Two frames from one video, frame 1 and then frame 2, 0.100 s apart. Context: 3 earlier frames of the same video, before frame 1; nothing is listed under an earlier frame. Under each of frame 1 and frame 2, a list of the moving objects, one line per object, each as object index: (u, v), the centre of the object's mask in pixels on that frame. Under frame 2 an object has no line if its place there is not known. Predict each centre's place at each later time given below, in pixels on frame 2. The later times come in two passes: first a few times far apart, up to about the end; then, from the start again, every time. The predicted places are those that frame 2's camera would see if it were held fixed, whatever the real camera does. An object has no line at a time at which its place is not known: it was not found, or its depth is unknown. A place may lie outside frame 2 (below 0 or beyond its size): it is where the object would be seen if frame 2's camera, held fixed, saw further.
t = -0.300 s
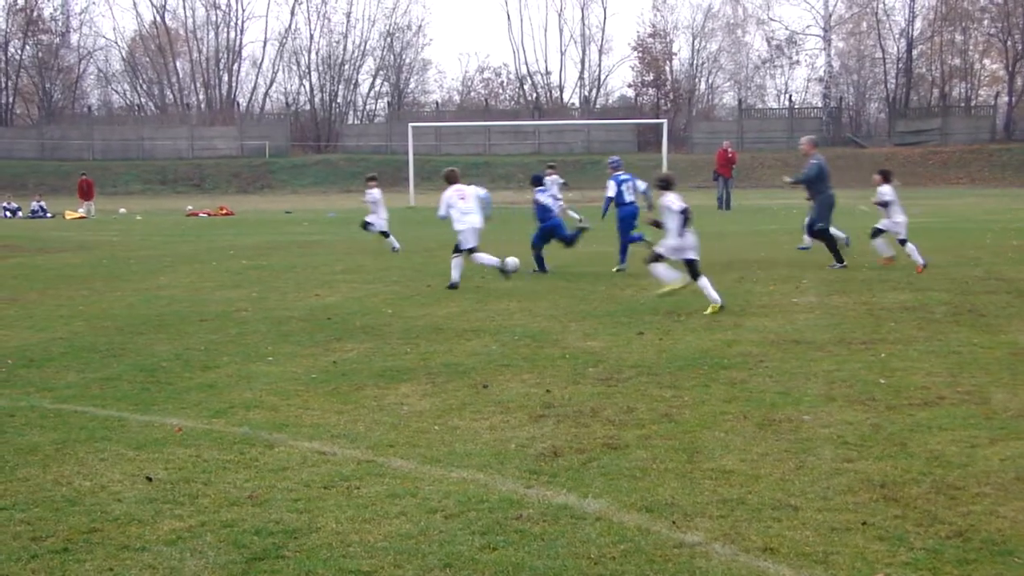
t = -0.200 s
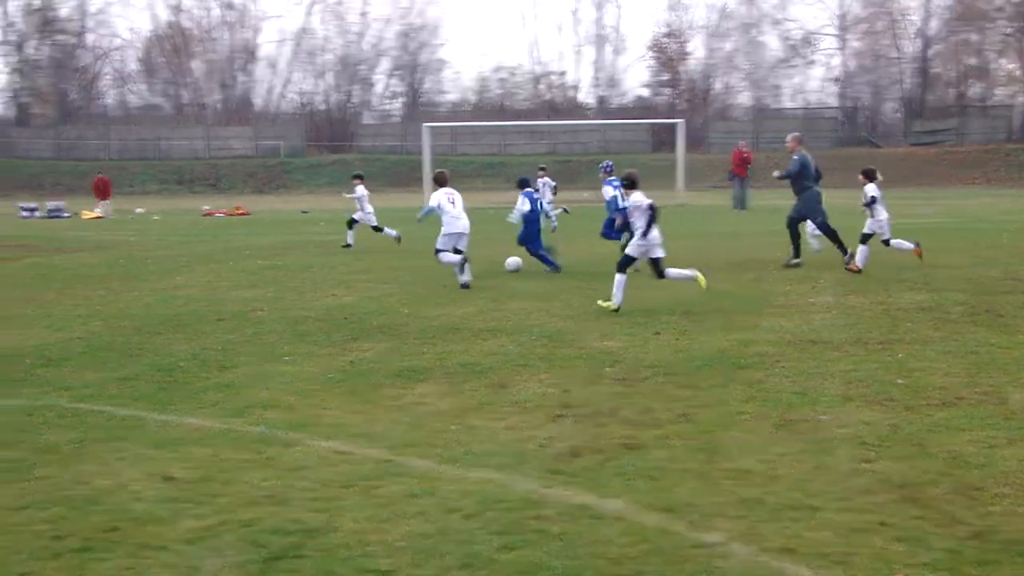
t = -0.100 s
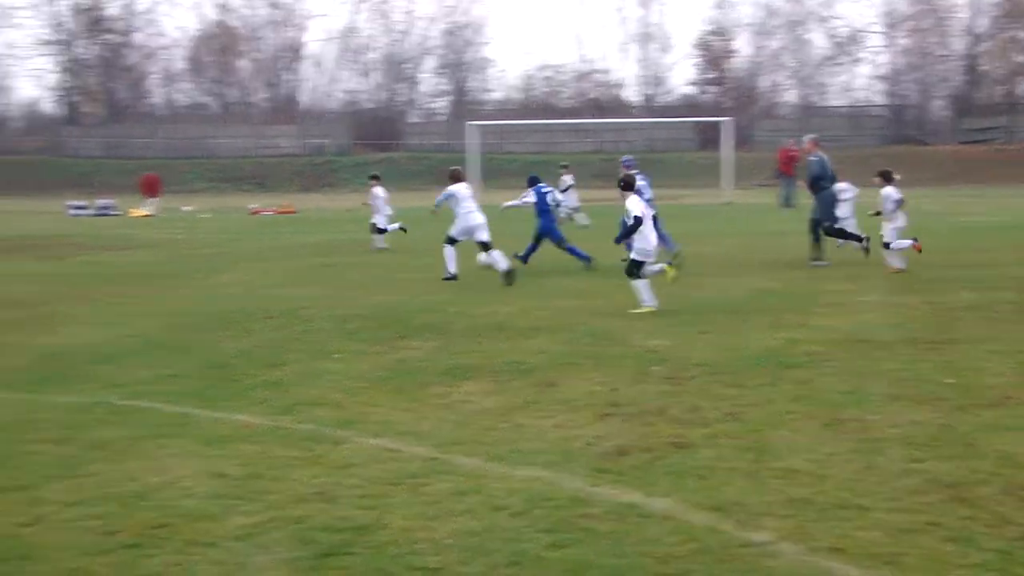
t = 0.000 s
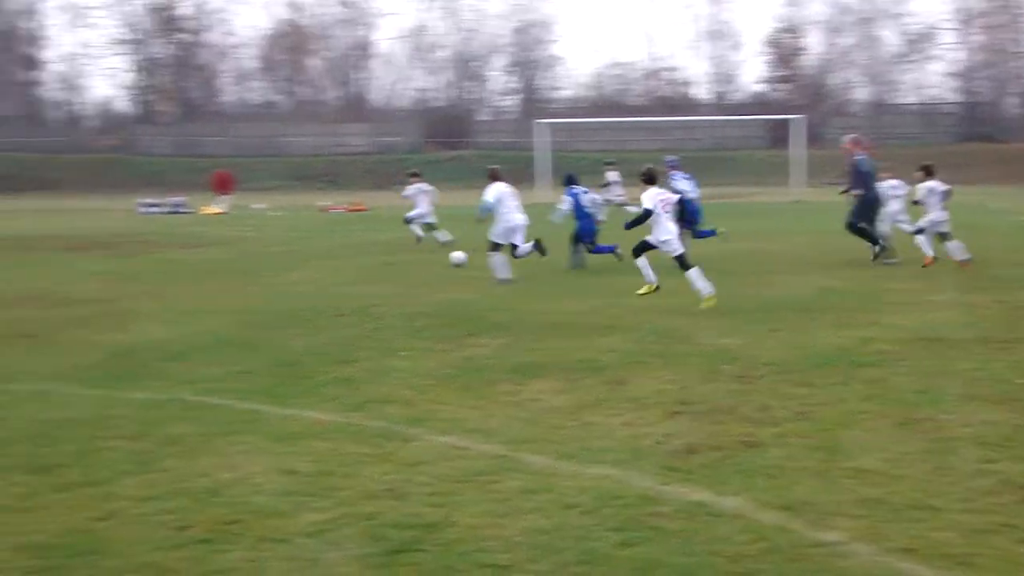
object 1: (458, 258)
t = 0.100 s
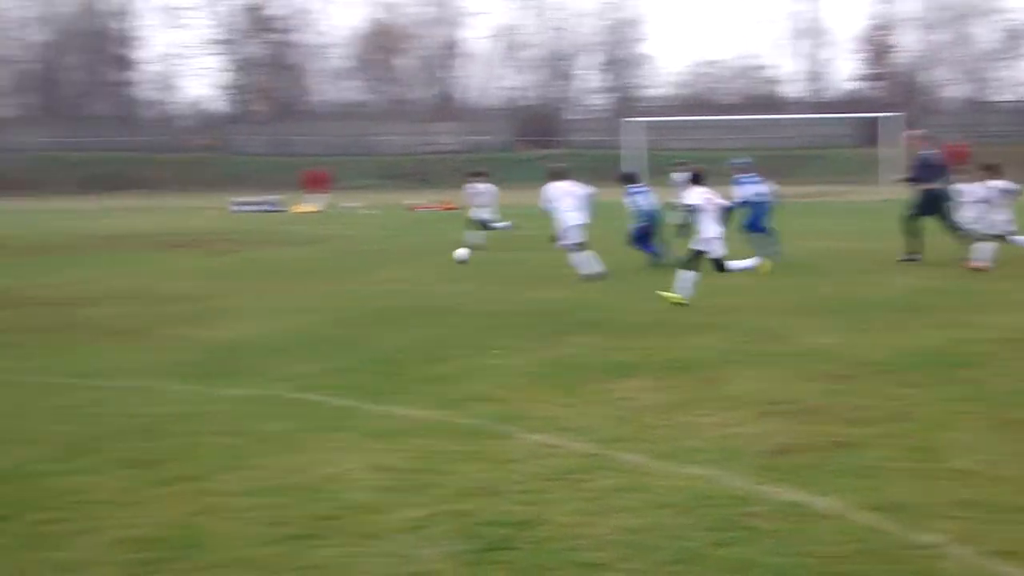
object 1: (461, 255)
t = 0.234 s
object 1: (362, 254)
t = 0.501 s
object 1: (191, 248)
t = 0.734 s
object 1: (65, 247)
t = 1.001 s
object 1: (-56, 244)
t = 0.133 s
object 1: (439, 254)
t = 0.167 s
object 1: (413, 254)
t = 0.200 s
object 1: (387, 255)
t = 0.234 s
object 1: (362, 254)
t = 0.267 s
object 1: (341, 254)
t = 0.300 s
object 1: (318, 253)
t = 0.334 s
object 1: (295, 252)
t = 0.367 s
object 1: (273, 251)
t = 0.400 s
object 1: (251, 252)
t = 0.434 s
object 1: (231, 250)
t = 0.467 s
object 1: (211, 249)
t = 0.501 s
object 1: (191, 248)
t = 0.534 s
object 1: (172, 248)
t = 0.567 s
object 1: (154, 248)
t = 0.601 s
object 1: (136, 248)
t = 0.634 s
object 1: (118, 247)
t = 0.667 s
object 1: (100, 247)
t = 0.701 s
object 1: (83, 247)
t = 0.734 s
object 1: (65, 247)
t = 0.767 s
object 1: (49, 247)
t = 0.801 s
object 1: (33, 246)
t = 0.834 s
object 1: (17, 245)
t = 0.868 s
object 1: (2, 246)
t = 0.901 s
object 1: (-14, 246)
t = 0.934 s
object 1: (-29, 245)
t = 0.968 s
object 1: (-42, 244)
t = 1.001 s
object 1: (-56, 244)
